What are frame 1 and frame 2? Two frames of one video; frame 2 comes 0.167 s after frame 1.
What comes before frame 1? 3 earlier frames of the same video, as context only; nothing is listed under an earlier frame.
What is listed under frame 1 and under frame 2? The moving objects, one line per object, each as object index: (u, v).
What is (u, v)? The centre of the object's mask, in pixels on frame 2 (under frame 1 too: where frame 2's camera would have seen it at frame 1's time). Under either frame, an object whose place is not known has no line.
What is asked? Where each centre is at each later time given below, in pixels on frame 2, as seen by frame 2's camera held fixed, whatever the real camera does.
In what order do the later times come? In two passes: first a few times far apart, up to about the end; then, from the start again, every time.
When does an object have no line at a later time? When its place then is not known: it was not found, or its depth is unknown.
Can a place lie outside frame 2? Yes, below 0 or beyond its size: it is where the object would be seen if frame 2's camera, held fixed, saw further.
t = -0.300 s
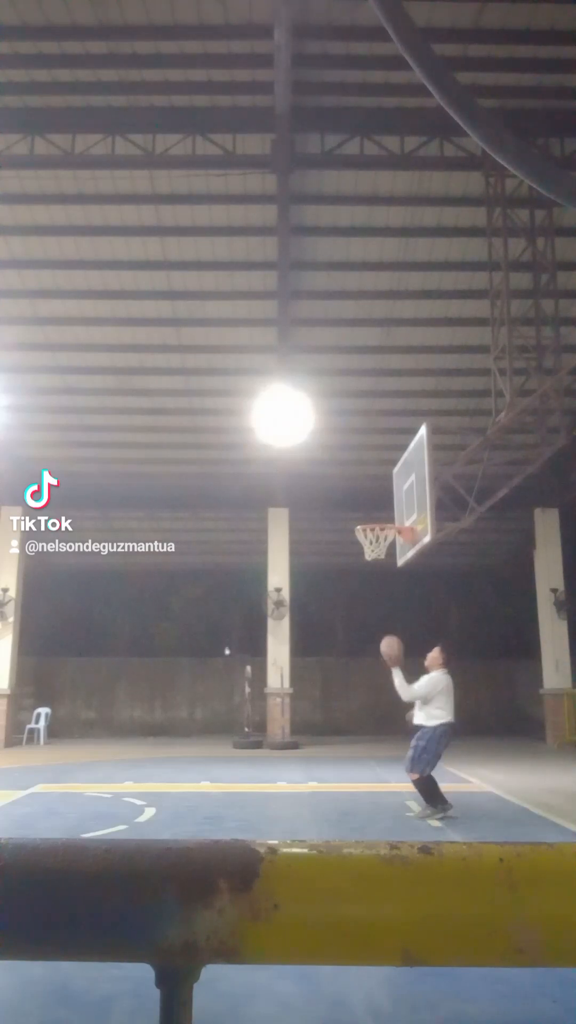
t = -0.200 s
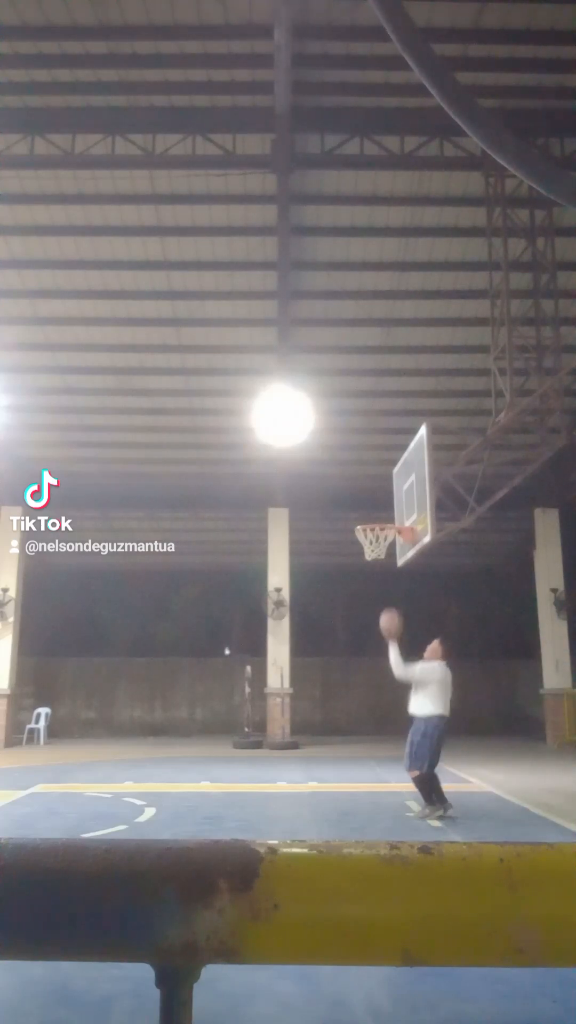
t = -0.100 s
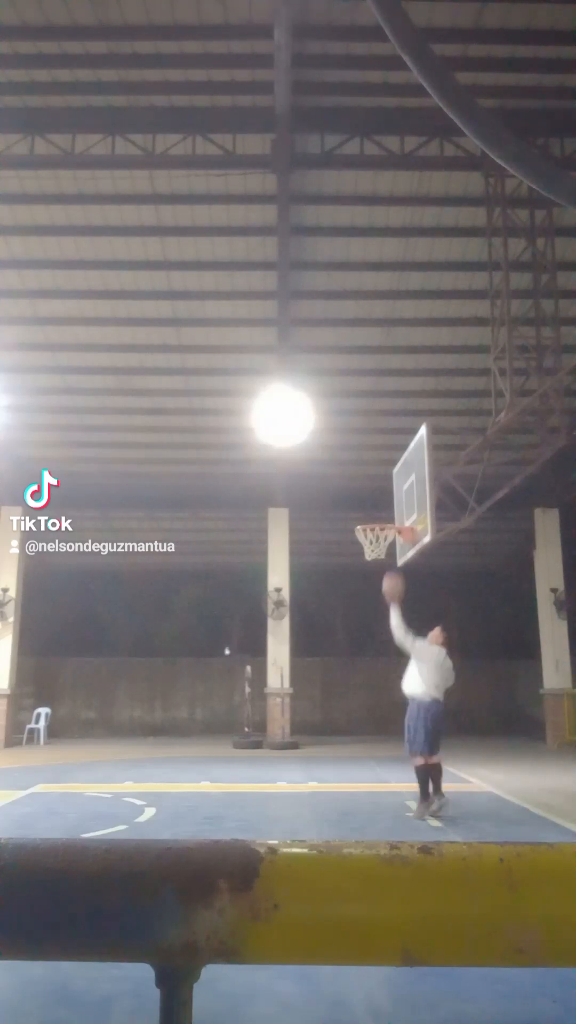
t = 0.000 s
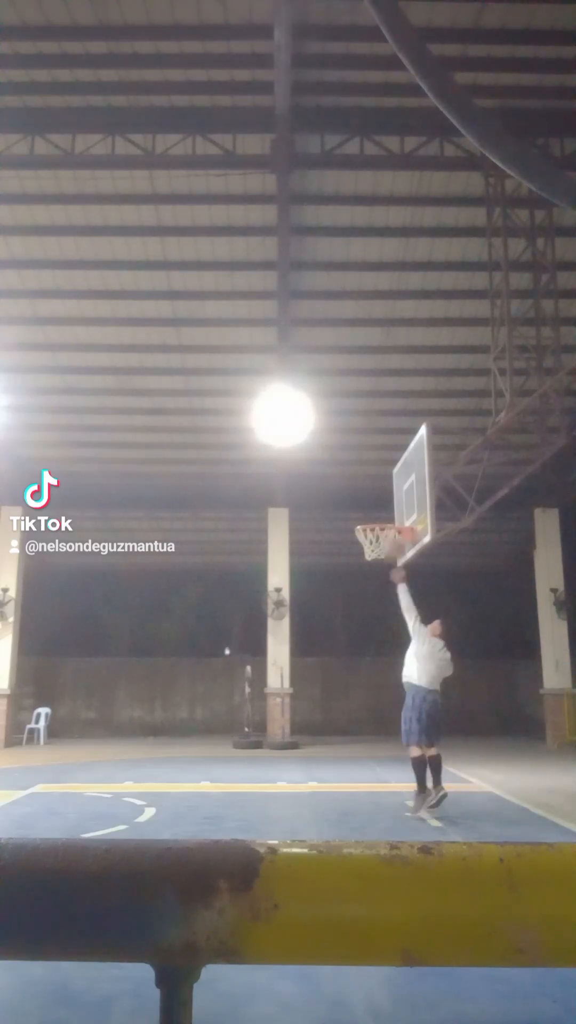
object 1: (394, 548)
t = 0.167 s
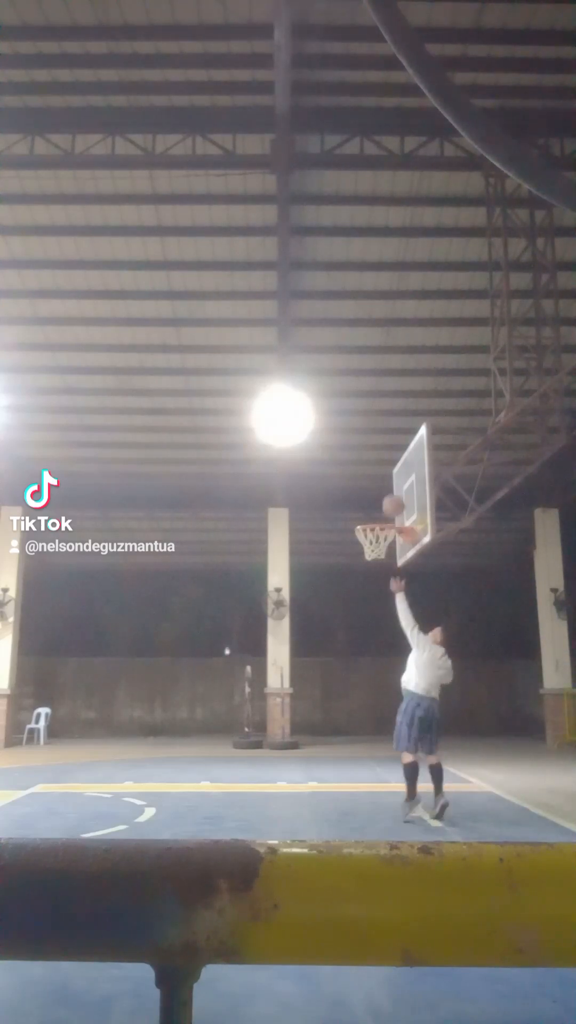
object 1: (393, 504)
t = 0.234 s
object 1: (394, 496)
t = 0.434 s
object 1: (395, 490)
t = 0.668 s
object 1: (402, 514)
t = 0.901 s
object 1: (387, 525)
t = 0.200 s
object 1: (393, 500)
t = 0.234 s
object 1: (394, 496)
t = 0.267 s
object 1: (395, 491)
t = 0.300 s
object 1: (394, 490)
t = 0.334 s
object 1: (394, 489)
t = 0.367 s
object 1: (394, 488)
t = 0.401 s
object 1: (395, 489)
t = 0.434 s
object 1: (395, 490)
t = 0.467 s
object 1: (395, 493)
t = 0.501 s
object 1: (395, 496)
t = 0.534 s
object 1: (396, 501)
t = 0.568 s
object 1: (396, 506)
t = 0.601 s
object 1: (397, 511)
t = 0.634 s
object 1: (398, 515)
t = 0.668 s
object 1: (402, 514)
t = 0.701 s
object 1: (403, 513)
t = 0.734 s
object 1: (401, 512)
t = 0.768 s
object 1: (398, 513)
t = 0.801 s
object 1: (396, 515)
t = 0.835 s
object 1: (393, 517)
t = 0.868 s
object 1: (391, 520)
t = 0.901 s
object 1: (387, 525)
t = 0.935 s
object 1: (385, 530)
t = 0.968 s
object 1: (385, 535)
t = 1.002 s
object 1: (383, 544)
